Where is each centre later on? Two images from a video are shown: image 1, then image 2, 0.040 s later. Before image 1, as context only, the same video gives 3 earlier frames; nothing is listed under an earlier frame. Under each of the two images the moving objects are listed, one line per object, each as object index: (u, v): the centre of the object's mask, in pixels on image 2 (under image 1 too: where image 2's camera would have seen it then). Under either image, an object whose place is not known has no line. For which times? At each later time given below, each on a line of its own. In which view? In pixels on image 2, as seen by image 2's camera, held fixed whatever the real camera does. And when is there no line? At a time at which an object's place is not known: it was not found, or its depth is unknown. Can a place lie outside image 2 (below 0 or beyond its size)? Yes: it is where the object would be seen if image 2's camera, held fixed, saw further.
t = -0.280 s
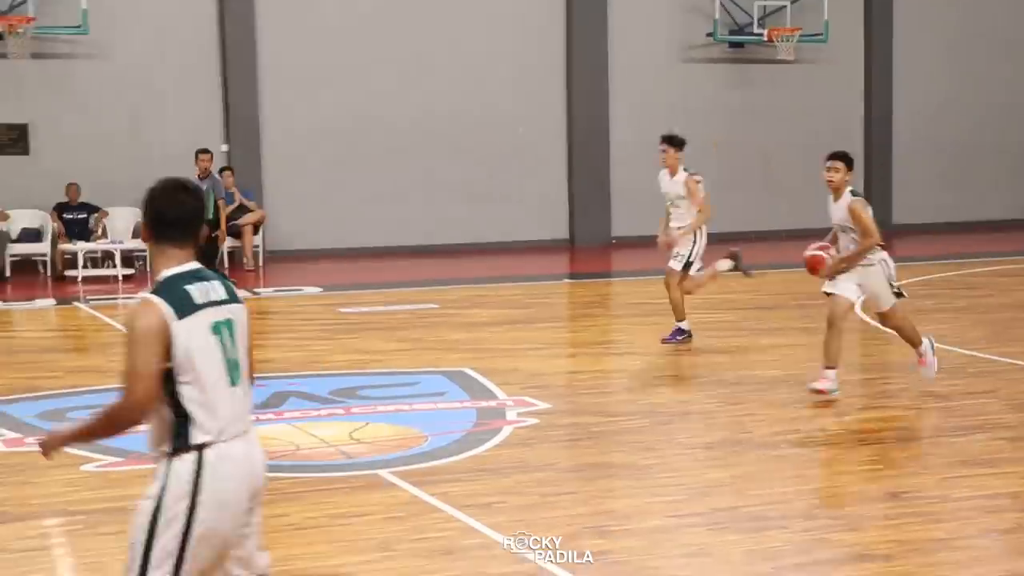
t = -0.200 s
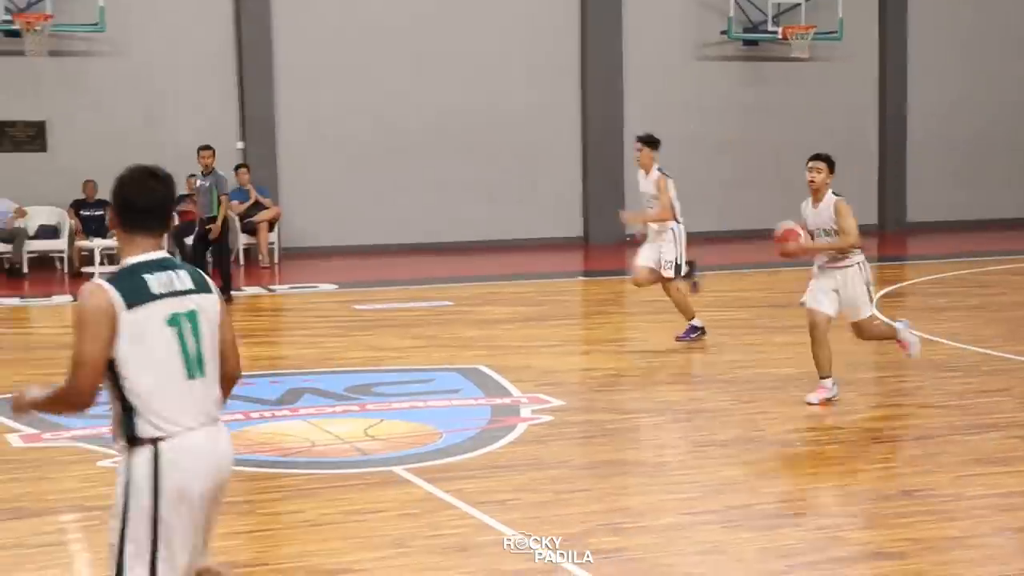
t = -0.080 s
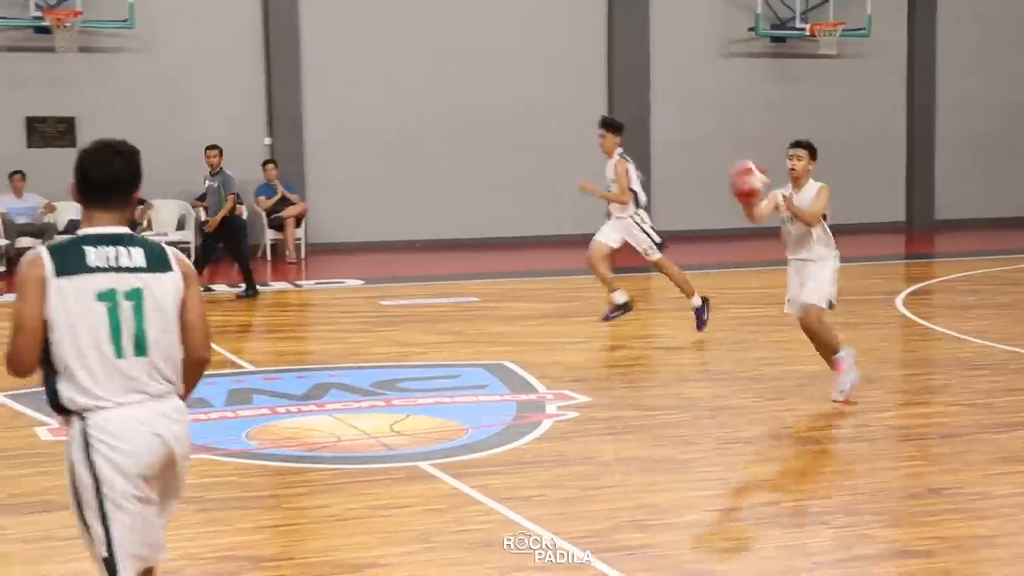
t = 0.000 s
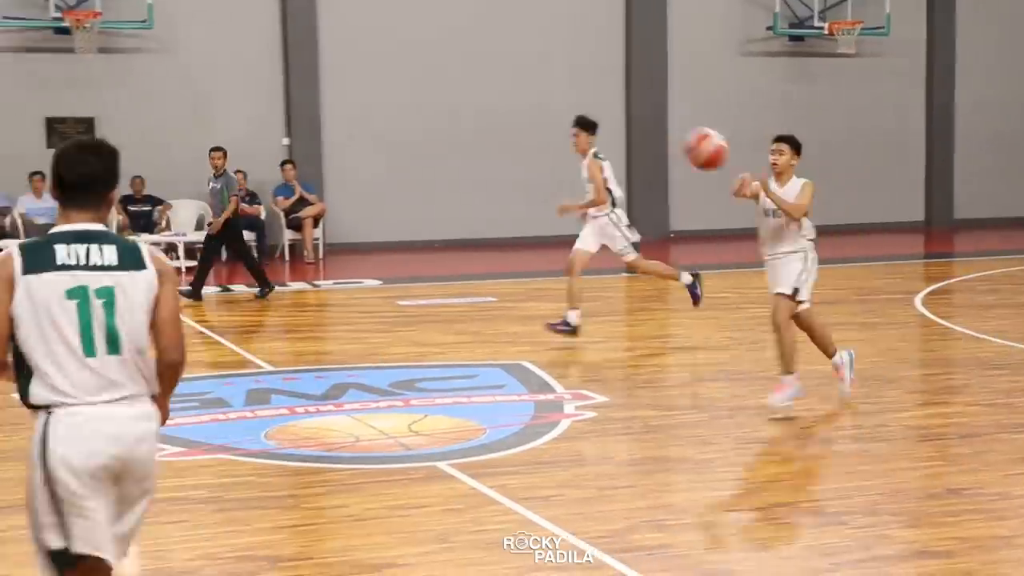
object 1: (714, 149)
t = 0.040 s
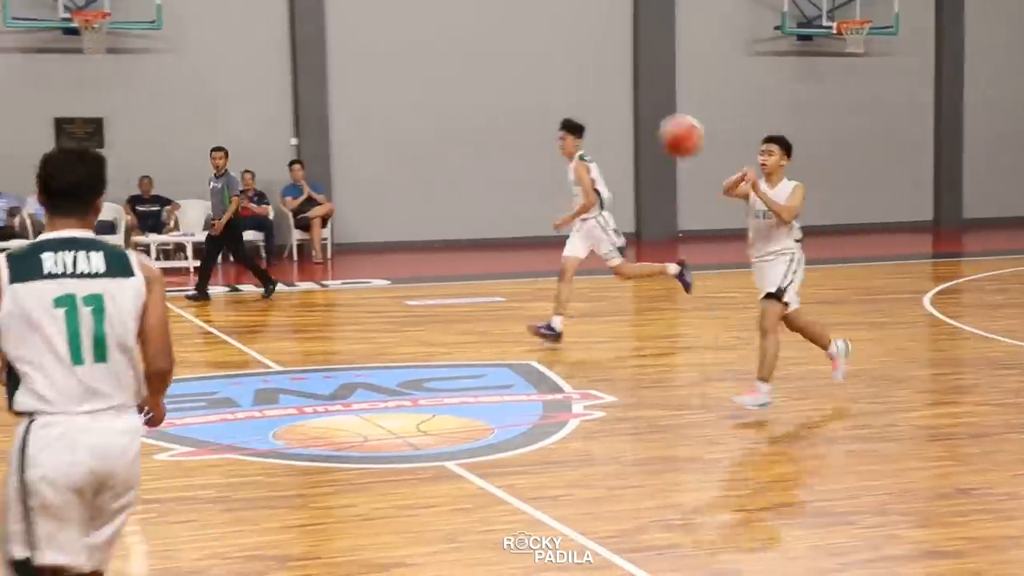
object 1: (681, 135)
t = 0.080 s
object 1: (647, 124)
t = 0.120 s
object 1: (611, 115)
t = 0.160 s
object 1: (569, 108)
